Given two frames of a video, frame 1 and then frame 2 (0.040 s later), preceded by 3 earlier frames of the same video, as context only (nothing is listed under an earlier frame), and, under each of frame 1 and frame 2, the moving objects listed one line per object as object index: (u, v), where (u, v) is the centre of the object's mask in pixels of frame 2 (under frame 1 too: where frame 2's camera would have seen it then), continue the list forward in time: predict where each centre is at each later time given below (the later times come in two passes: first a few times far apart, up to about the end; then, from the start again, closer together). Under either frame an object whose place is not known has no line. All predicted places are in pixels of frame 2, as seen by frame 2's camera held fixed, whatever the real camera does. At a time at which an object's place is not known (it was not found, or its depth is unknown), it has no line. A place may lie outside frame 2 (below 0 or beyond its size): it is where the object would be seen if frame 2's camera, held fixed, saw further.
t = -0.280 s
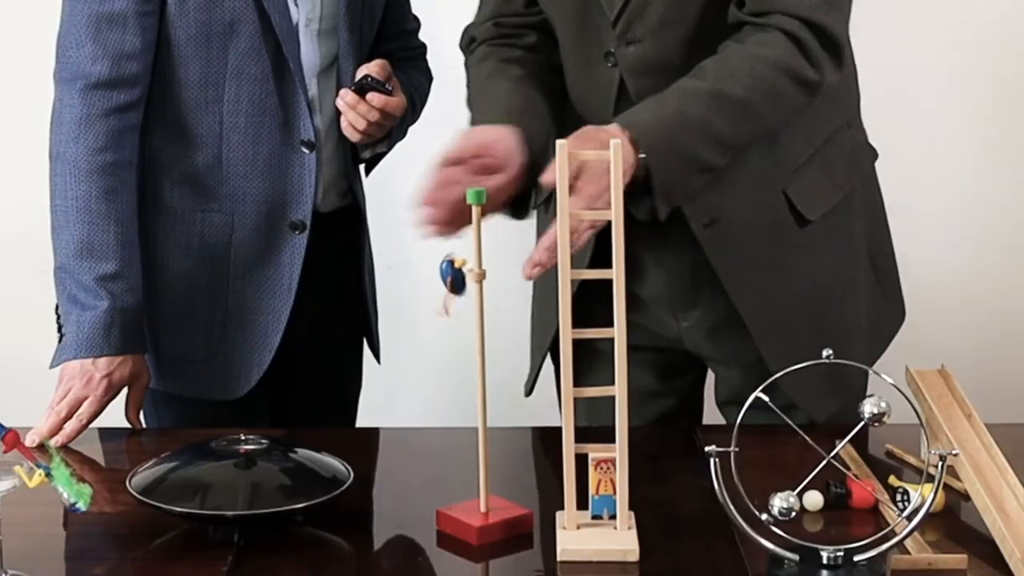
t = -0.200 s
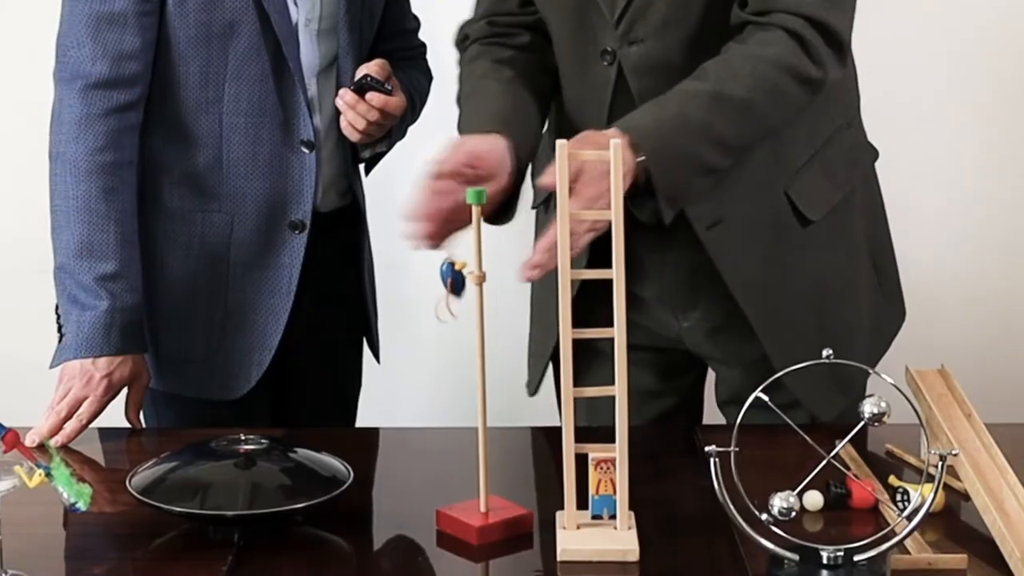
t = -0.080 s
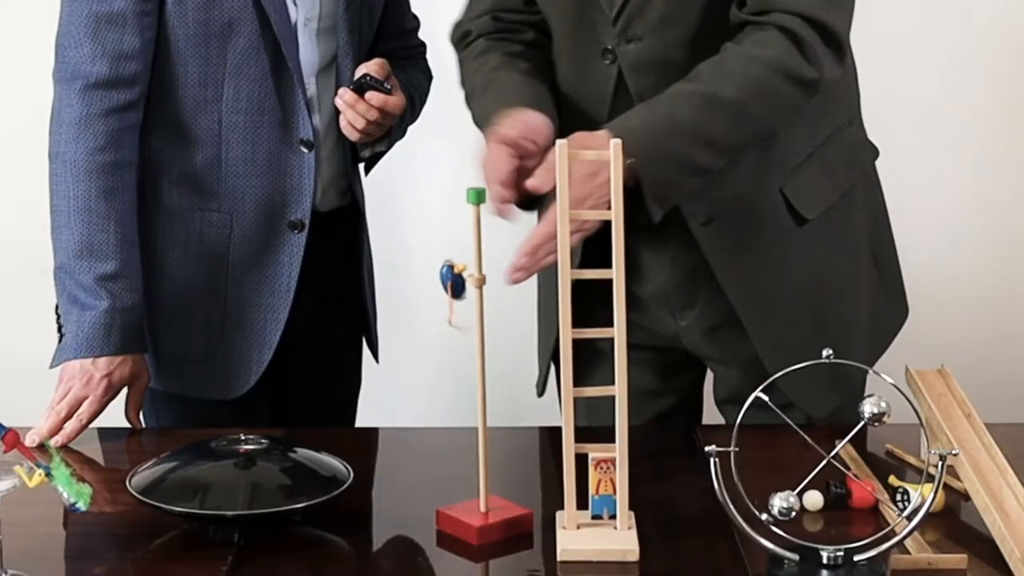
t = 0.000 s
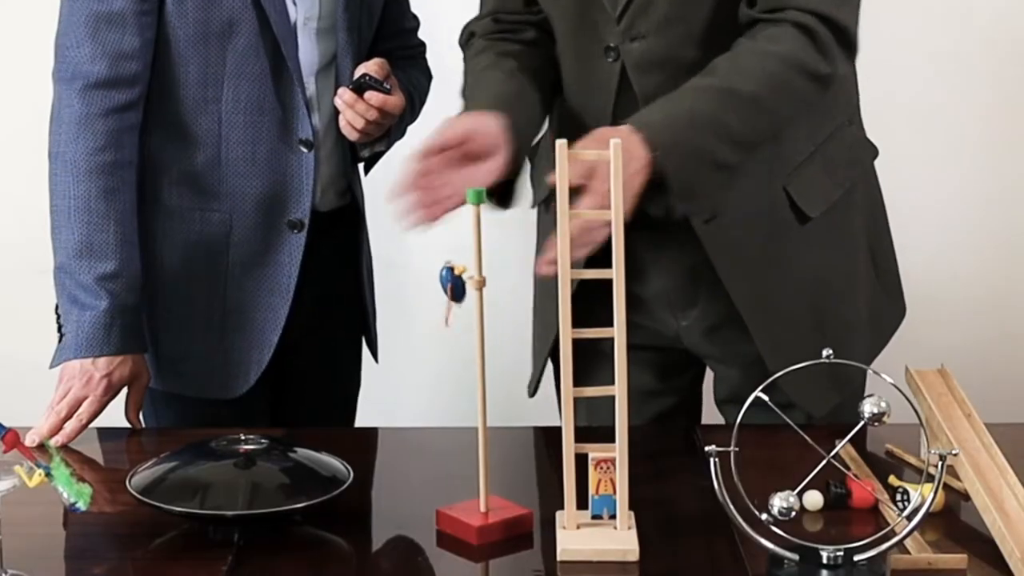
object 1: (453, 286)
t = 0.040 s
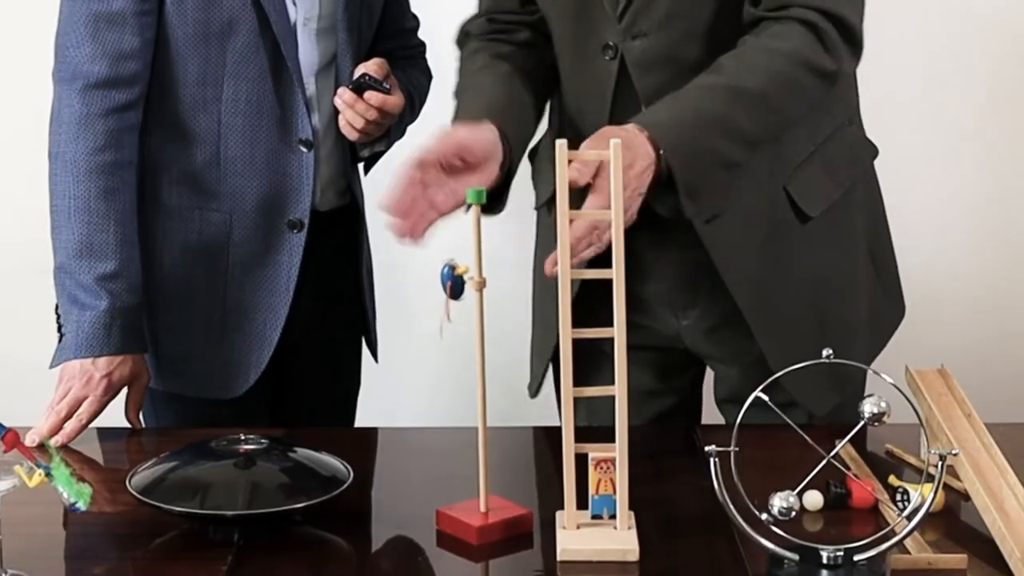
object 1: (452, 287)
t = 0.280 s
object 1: (453, 293)
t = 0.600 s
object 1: (453, 299)
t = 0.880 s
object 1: (454, 310)
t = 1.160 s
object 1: (454, 312)
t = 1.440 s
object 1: (453, 323)
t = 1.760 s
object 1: (454, 331)
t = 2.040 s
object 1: (454, 340)
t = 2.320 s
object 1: (455, 347)
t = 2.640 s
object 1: (455, 355)
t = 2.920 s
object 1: (455, 364)
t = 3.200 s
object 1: (455, 371)
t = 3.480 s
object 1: (455, 380)
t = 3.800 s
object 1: (455, 392)
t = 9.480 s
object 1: (460, 487)
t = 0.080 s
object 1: (452, 291)
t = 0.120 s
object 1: (453, 287)
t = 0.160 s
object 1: (452, 290)
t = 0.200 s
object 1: (453, 289)
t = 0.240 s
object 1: (453, 290)
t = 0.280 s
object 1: (453, 293)
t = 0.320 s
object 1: (453, 292)
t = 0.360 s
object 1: (453, 295)
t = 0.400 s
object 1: (453, 293)
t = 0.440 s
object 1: (453, 297)
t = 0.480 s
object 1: (453, 297)
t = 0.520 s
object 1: (454, 302)
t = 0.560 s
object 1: (453, 297)
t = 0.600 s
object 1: (453, 299)
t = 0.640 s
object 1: (453, 299)
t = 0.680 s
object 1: (453, 300)
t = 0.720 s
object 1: (454, 302)
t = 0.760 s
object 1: (453, 302)
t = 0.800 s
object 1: (454, 304)
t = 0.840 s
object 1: (453, 305)
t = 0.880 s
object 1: (454, 310)
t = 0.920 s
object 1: (455, 308)
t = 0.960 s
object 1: (454, 313)
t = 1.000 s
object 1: (454, 307)
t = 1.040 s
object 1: (454, 309)
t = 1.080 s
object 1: (452, 314)
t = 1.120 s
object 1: (454, 311)
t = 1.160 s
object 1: (454, 312)
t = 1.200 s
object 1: (453, 313)
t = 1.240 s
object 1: (455, 318)
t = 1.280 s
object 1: (454, 313)
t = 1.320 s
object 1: (454, 318)
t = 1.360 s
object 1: (454, 316)
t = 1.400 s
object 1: (454, 320)
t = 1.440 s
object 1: (453, 323)
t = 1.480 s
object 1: (454, 326)
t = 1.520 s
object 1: (454, 324)
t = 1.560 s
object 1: (453, 325)
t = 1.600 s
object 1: (454, 326)
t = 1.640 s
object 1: (454, 326)
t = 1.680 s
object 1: (454, 329)
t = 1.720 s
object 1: (454, 328)
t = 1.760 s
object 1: (454, 331)
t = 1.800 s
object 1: (454, 330)
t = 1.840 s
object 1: (453, 339)
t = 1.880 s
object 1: (454, 335)
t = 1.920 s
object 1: (454, 337)
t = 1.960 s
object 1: (454, 334)
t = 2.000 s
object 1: (455, 335)
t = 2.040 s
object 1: (454, 340)
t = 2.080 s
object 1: (454, 341)
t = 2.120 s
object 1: (454, 341)
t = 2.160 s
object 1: (455, 337)
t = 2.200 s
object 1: (454, 341)
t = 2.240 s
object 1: (454, 347)
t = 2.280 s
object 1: (454, 344)
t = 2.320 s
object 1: (455, 347)
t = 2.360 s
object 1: (453, 351)
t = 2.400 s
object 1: (454, 349)
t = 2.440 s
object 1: (453, 350)
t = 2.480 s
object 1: (454, 350)
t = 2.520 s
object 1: (454, 351)
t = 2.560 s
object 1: (455, 354)
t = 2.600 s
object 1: (455, 352)
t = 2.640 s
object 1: (455, 355)
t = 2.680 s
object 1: (455, 356)
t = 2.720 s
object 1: (454, 358)
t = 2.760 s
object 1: (454, 359)
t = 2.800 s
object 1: (453, 361)
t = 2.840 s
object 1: (455, 361)
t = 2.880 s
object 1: (455, 363)
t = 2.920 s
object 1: (455, 364)
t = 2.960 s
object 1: (455, 365)
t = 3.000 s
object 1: (455, 366)
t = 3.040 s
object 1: (455, 364)
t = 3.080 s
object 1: (454, 368)
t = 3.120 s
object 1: (454, 368)
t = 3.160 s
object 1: (455, 371)
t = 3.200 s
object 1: (455, 371)
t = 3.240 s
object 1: (455, 373)
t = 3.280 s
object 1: (455, 375)
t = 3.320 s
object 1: (455, 374)
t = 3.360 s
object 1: (455, 379)
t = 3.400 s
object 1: (455, 377)
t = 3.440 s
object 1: (455, 380)
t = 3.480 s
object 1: (455, 380)
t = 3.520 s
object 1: (455, 381)
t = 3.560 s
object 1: (455, 382)
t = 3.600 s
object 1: (455, 384)
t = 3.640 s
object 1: (456, 385)
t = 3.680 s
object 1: (455, 385)
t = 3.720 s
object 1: (455, 388)
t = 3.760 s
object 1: (455, 387)
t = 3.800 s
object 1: (455, 392)
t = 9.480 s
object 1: (460, 487)
